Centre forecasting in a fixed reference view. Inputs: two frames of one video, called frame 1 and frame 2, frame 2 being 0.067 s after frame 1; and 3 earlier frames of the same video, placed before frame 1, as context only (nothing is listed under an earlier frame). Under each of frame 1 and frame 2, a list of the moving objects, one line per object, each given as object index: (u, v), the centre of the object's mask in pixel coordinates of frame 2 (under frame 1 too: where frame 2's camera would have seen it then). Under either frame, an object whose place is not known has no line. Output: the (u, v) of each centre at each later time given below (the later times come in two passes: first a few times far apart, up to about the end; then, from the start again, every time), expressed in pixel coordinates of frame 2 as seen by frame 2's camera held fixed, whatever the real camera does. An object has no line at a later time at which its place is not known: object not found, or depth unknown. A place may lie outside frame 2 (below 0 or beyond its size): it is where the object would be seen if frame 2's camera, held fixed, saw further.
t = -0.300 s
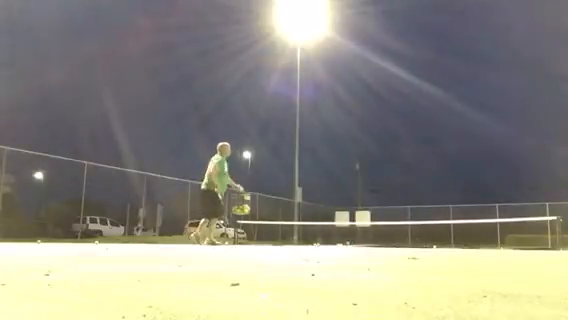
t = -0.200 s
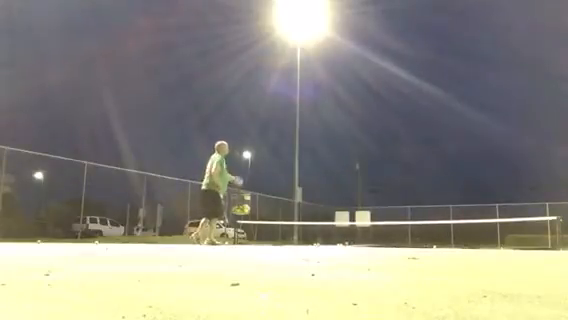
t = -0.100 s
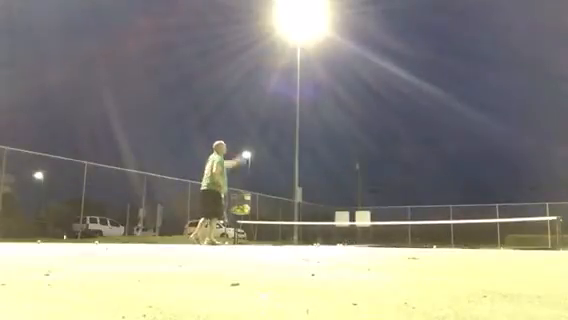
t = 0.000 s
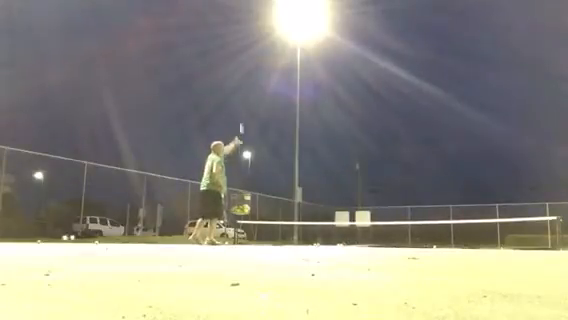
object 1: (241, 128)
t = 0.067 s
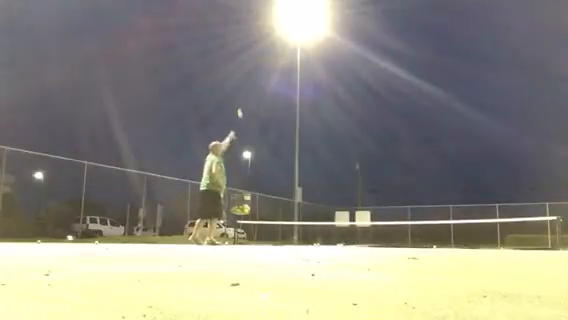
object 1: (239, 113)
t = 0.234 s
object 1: (235, 87)
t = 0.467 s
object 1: (227, 75)
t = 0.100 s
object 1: (238, 107)
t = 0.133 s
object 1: (237, 101)
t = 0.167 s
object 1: (237, 95)
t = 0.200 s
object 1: (235, 91)
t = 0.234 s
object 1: (235, 87)
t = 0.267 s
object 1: (234, 84)
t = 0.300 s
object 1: (233, 81)
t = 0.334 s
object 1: (232, 79)
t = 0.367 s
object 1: (231, 78)
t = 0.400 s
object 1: (230, 76)
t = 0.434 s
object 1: (229, 75)
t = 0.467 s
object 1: (227, 75)
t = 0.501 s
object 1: (226, 76)
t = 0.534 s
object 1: (225, 77)
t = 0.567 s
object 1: (224, 79)
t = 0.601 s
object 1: (223, 81)
